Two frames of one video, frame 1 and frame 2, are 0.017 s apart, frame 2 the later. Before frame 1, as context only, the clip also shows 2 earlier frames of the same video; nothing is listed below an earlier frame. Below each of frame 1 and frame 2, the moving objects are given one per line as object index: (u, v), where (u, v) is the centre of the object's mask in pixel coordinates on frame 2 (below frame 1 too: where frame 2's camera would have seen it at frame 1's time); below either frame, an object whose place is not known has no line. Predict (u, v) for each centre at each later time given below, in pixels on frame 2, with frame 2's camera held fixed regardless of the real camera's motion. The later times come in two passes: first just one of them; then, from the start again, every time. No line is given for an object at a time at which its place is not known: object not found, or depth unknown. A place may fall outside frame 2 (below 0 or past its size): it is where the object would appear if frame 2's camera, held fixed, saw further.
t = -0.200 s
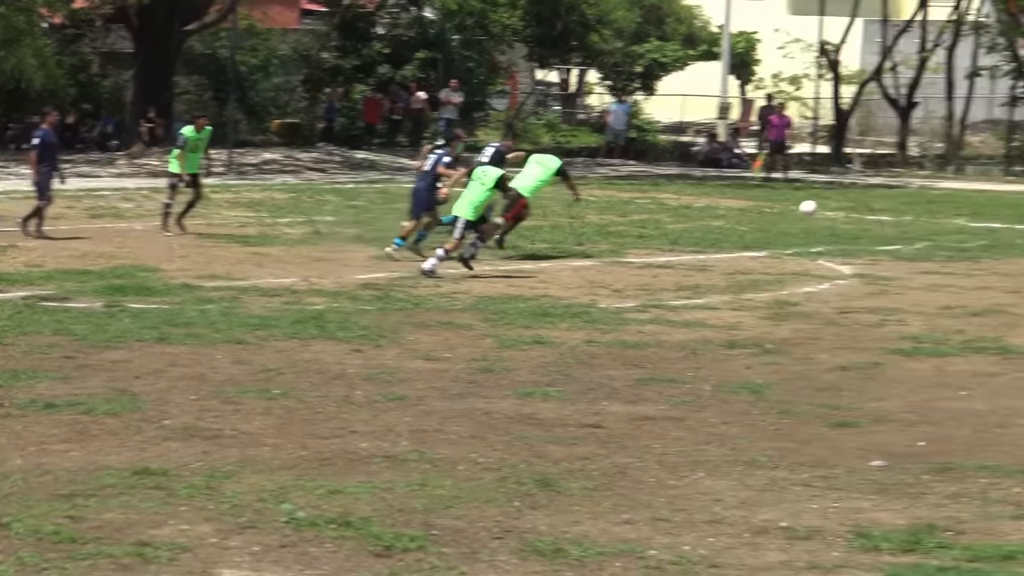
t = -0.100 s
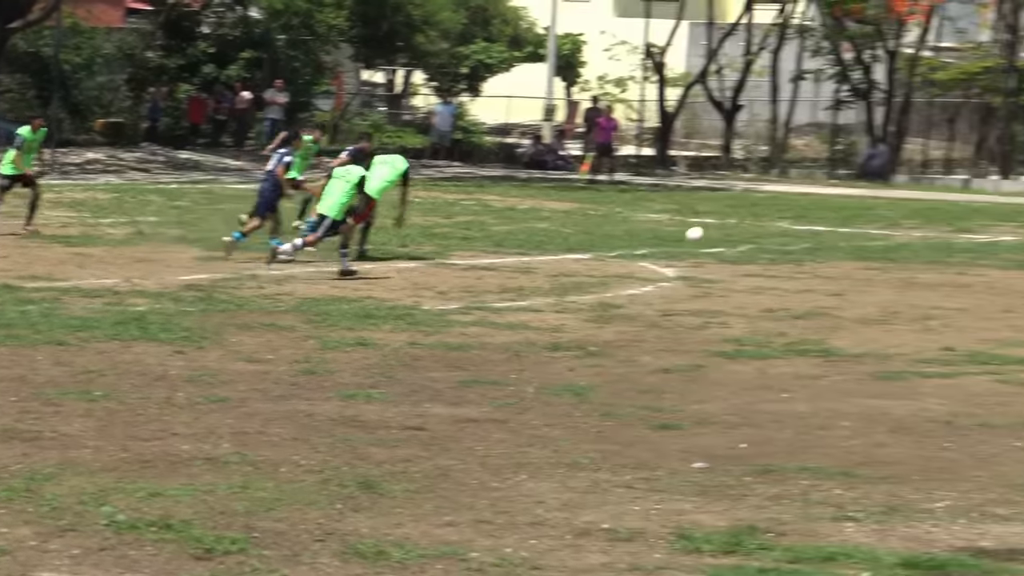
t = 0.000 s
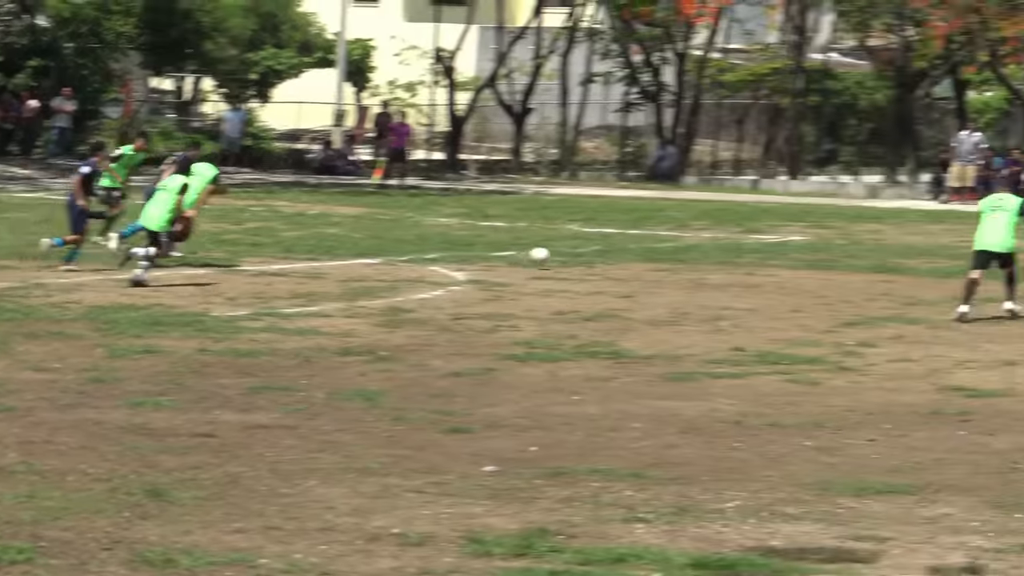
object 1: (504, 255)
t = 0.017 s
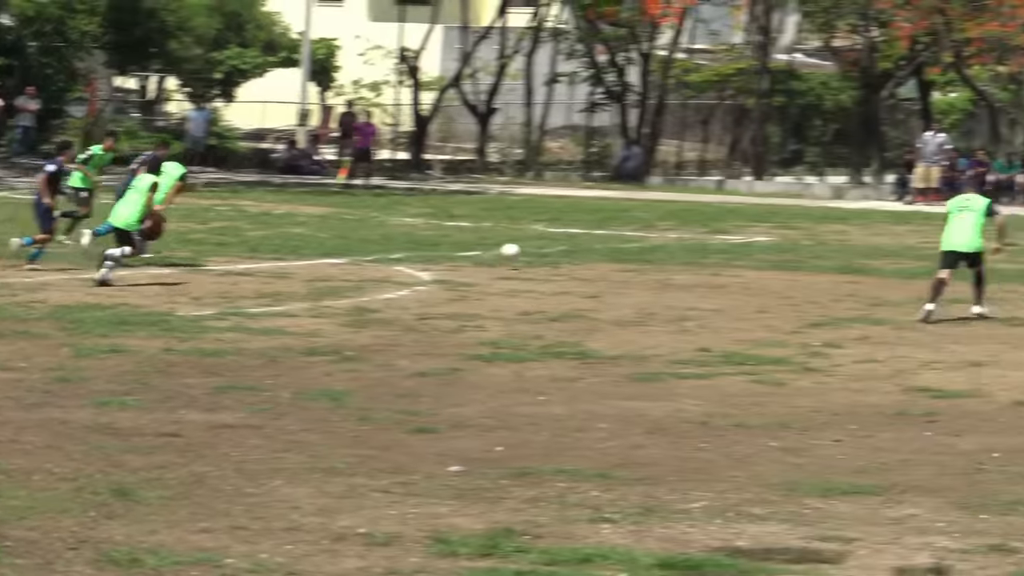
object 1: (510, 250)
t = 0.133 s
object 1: (553, 225)
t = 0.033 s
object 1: (516, 246)
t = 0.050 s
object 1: (522, 242)
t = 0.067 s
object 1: (527, 238)
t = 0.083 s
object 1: (534, 234)
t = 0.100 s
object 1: (540, 231)
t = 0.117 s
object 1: (546, 228)
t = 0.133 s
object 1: (553, 225)
